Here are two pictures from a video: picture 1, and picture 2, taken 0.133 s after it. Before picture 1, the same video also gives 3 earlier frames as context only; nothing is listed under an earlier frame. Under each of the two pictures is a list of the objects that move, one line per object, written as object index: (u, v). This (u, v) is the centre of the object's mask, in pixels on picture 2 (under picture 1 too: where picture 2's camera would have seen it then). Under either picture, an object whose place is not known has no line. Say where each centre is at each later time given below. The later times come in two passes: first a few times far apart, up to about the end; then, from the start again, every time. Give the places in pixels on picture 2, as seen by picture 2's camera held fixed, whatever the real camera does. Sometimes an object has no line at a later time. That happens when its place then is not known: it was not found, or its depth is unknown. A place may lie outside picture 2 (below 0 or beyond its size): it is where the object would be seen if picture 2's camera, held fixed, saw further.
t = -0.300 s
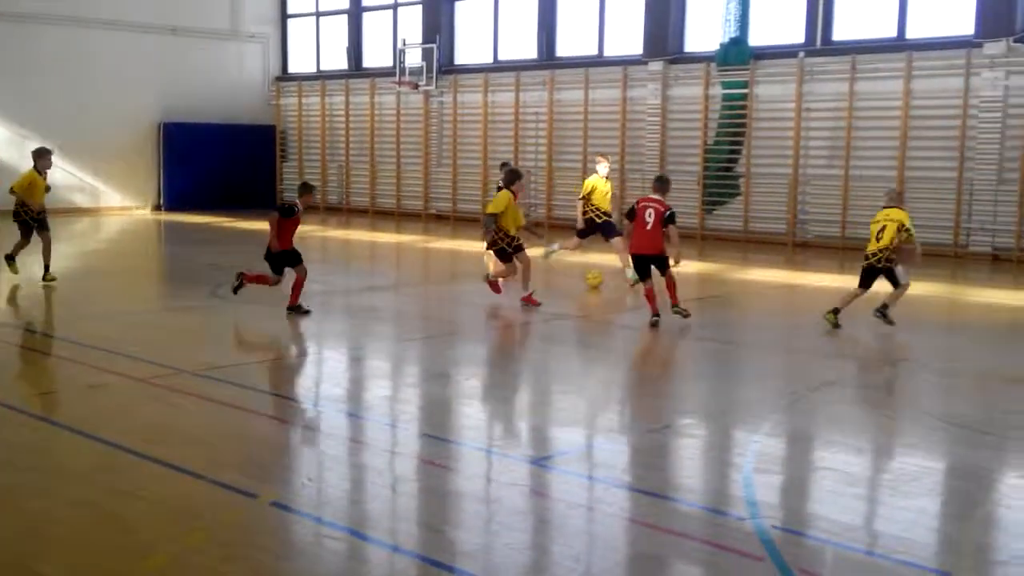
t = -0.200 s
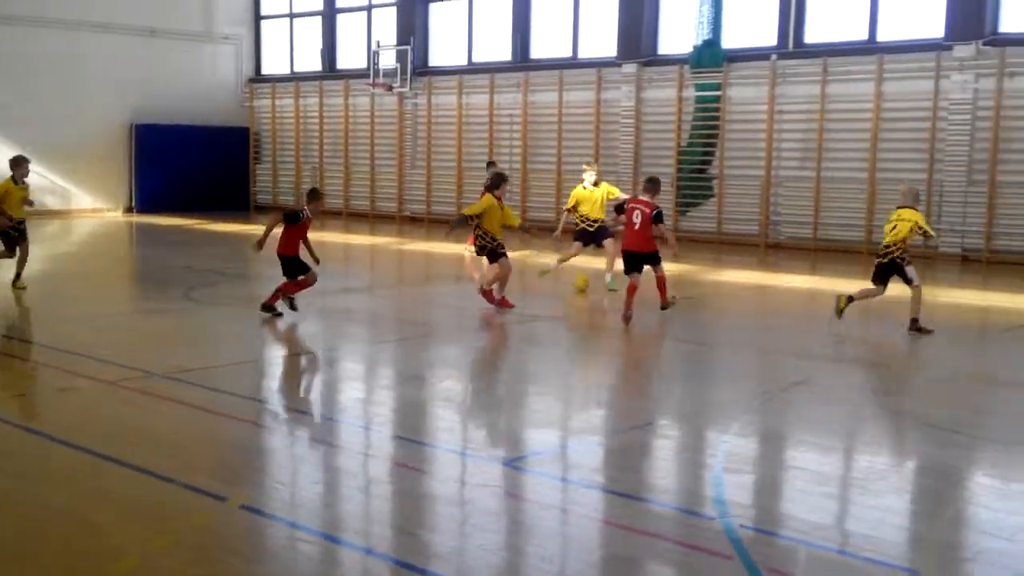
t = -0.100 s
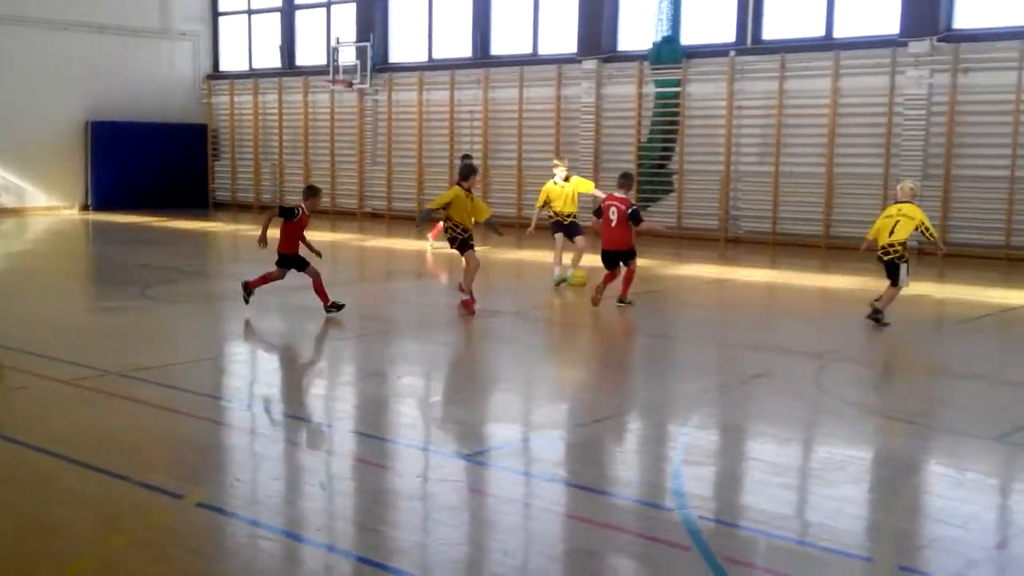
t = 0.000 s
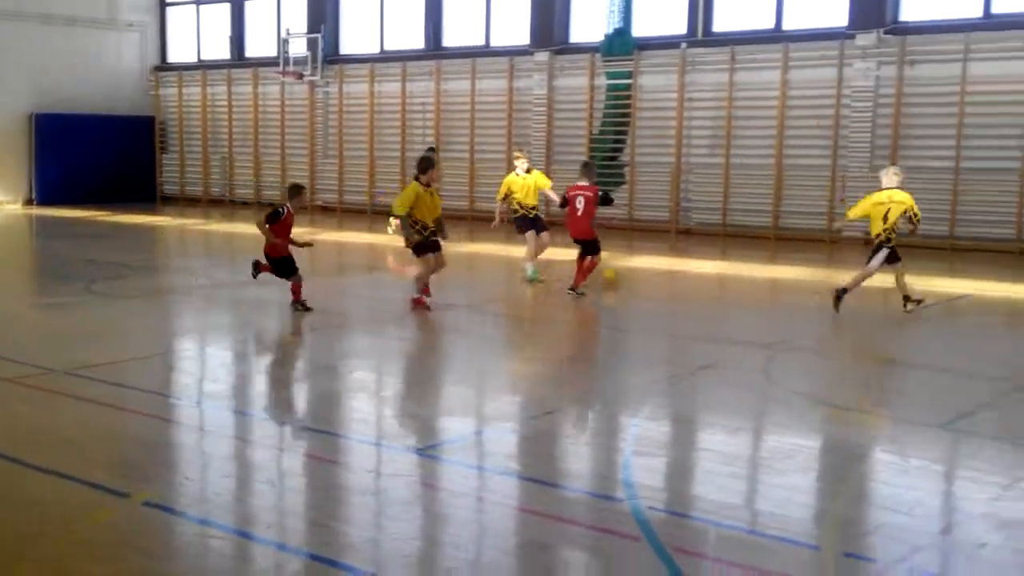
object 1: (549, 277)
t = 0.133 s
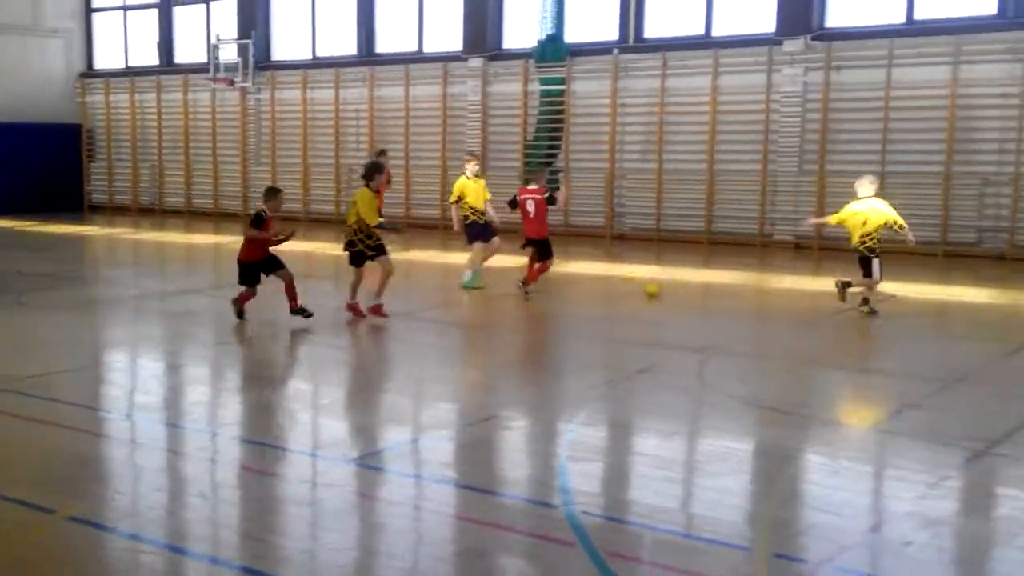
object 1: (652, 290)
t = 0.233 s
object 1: (725, 291)
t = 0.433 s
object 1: (872, 296)
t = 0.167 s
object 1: (676, 291)
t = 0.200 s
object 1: (701, 291)
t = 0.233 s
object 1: (725, 291)
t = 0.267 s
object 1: (754, 292)
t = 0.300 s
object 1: (777, 291)
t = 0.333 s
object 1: (799, 293)
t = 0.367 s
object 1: (823, 295)
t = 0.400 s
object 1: (847, 296)
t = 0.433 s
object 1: (872, 296)
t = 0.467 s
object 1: (894, 297)
